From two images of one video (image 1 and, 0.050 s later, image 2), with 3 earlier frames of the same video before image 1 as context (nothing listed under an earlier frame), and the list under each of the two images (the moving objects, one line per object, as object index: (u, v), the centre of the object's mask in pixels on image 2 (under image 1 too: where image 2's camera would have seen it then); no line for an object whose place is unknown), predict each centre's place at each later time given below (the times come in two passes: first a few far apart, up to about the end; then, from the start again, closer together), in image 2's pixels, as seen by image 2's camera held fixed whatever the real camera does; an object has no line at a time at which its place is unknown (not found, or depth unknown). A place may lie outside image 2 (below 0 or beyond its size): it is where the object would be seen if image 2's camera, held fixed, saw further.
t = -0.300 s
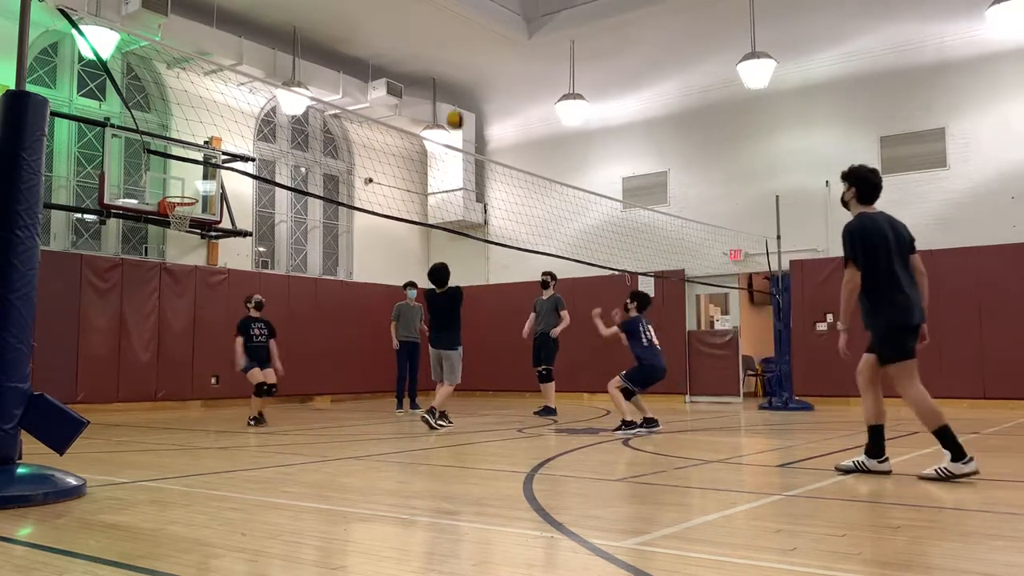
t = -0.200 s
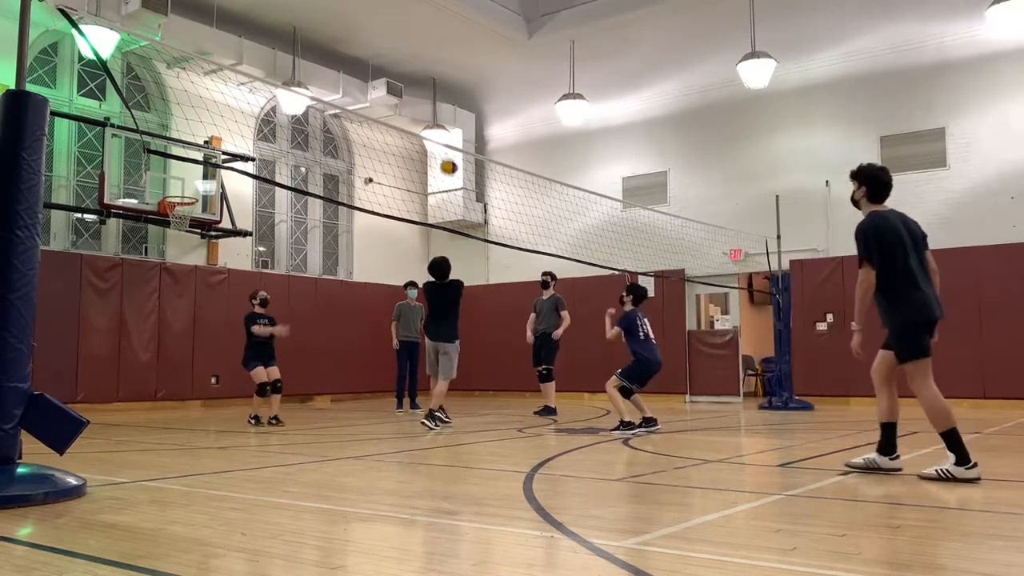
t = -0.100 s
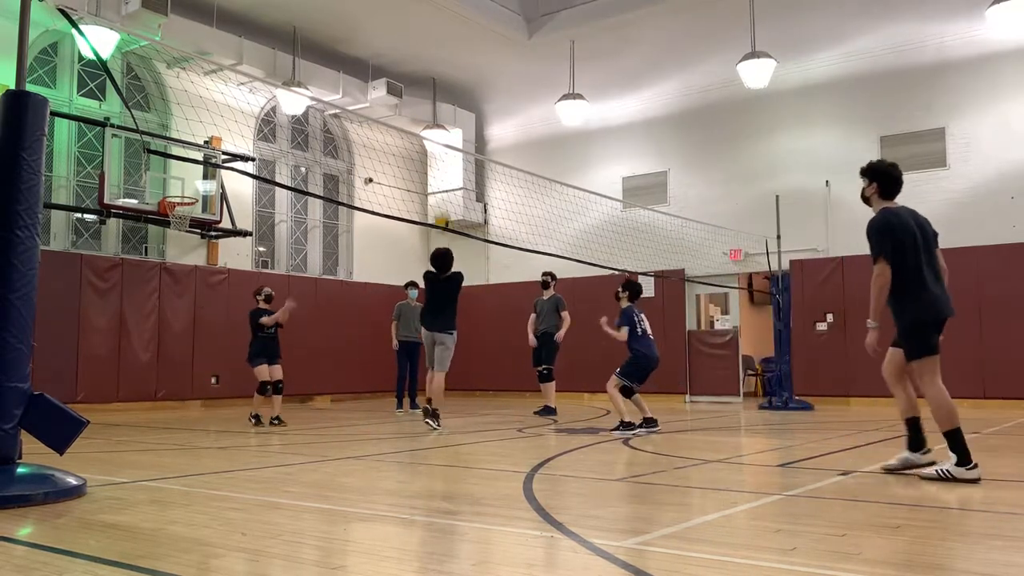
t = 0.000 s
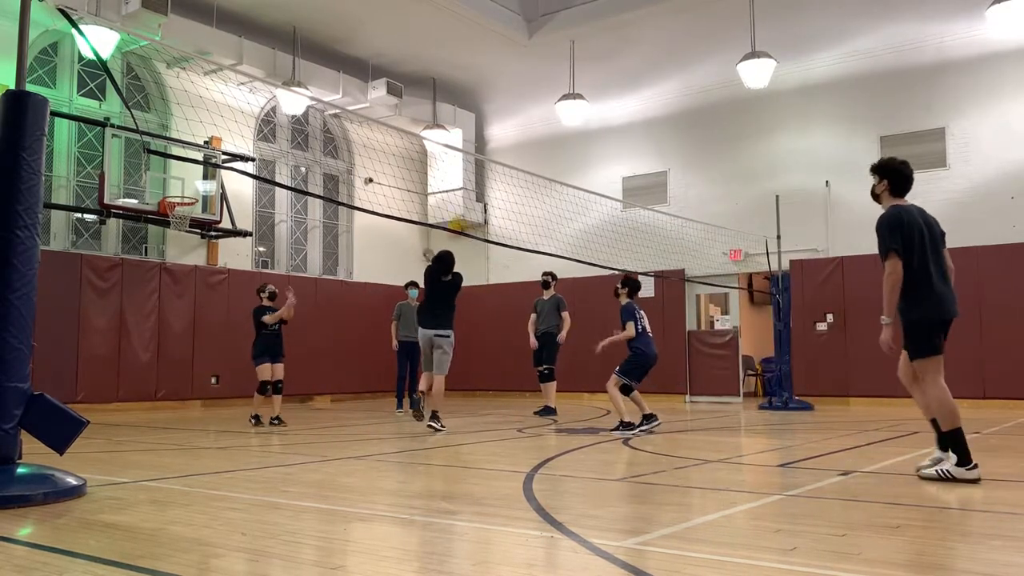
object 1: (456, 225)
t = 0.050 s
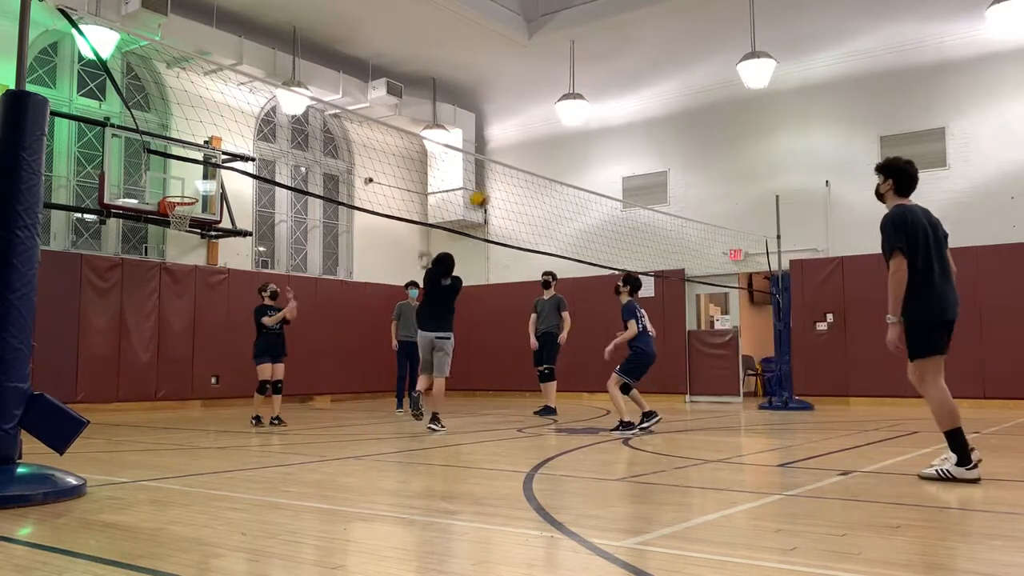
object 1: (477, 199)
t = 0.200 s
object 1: (542, 131)
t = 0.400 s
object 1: (639, 66)
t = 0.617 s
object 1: (757, 39)
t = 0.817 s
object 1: (882, 65)
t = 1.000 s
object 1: (1010, 139)
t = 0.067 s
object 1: (484, 191)
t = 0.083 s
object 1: (492, 182)
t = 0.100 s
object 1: (500, 174)
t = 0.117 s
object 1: (507, 166)
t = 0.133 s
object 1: (514, 158)
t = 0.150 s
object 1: (521, 151)
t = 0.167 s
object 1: (528, 144)
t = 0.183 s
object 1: (535, 138)
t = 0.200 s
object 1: (542, 131)
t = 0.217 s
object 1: (550, 124)
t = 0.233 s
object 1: (556, 118)
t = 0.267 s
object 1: (573, 104)
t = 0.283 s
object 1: (582, 98)
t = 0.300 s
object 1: (589, 93)
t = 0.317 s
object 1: (597, 89)
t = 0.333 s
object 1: (605, 83)
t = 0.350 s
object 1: (613, 79)
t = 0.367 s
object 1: (621, 74)
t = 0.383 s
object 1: (630, 70)
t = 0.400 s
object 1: (639, 66)
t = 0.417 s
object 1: (647, 63)
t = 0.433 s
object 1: (656, 59)
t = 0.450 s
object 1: (664, 56)
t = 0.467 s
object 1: (673, 53)
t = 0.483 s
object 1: (682, 50)
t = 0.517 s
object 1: (700, 46)
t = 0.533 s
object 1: (709, 45)
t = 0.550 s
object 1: (718, 43)
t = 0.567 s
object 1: (727, 42)
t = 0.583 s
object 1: (736, 41)
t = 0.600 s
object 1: (747, 40)
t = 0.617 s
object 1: (757, 39)
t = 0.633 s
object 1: (767, 40)
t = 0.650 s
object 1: (777, 40)
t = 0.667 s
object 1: (787, 41)
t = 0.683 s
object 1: (797, 43)
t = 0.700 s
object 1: (807, 44)
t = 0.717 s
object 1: (817, 46)
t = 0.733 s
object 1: (827, 48)
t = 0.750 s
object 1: (839, 51)
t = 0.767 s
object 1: (849, 54)
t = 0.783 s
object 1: (859, 57)
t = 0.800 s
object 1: (870, 61)
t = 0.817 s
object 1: (882, 65)
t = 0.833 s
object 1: (892, 69)
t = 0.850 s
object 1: (904, 75)
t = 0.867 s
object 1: (915, 80)
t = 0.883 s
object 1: (928, 86)
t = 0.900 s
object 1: (939, 92)
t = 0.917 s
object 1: (951, 98)
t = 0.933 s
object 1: (963, 105)
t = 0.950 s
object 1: (974, 114)
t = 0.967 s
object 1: (987, 122)
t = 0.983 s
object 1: (1000, 130)
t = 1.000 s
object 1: (1010, 139)
